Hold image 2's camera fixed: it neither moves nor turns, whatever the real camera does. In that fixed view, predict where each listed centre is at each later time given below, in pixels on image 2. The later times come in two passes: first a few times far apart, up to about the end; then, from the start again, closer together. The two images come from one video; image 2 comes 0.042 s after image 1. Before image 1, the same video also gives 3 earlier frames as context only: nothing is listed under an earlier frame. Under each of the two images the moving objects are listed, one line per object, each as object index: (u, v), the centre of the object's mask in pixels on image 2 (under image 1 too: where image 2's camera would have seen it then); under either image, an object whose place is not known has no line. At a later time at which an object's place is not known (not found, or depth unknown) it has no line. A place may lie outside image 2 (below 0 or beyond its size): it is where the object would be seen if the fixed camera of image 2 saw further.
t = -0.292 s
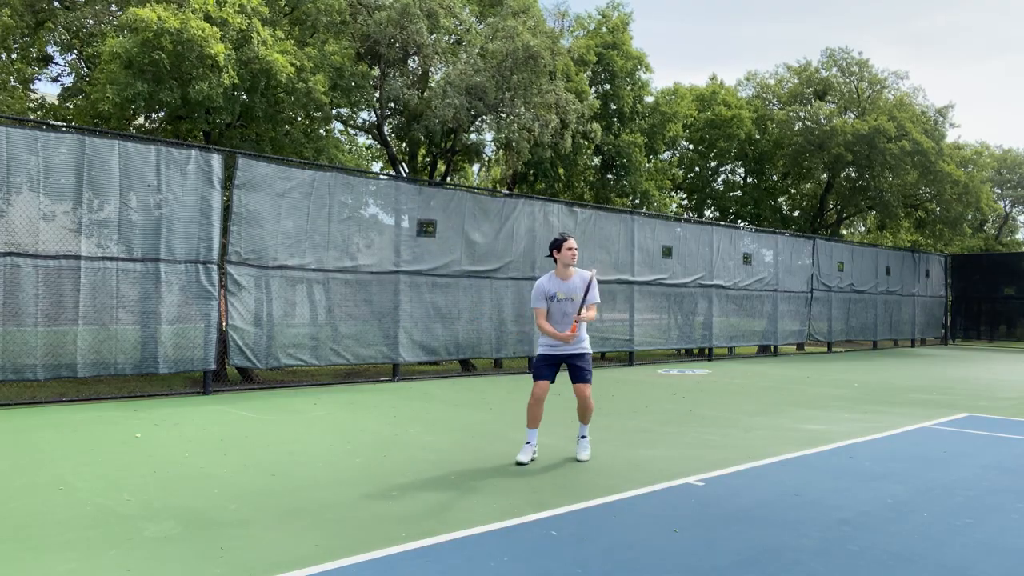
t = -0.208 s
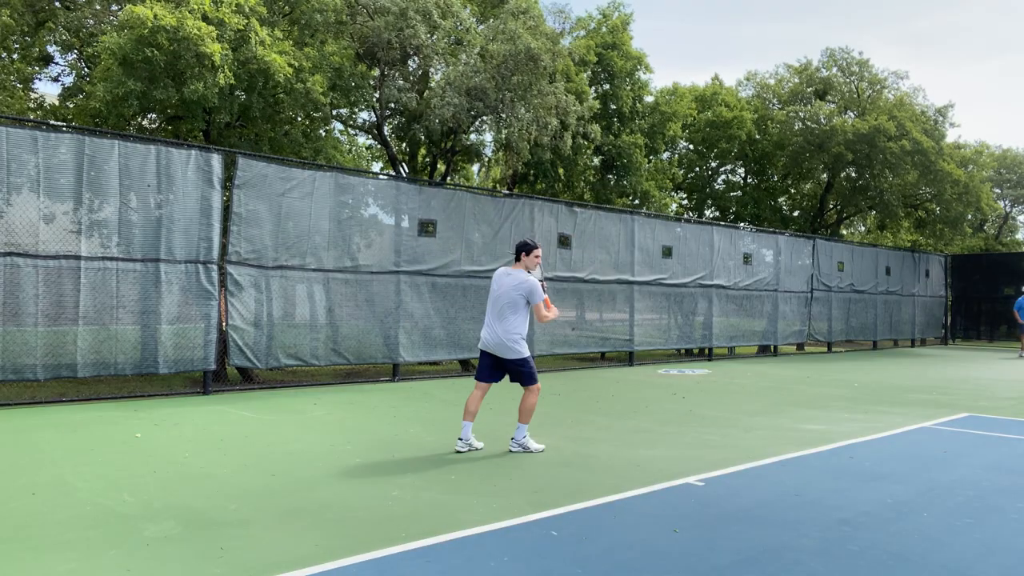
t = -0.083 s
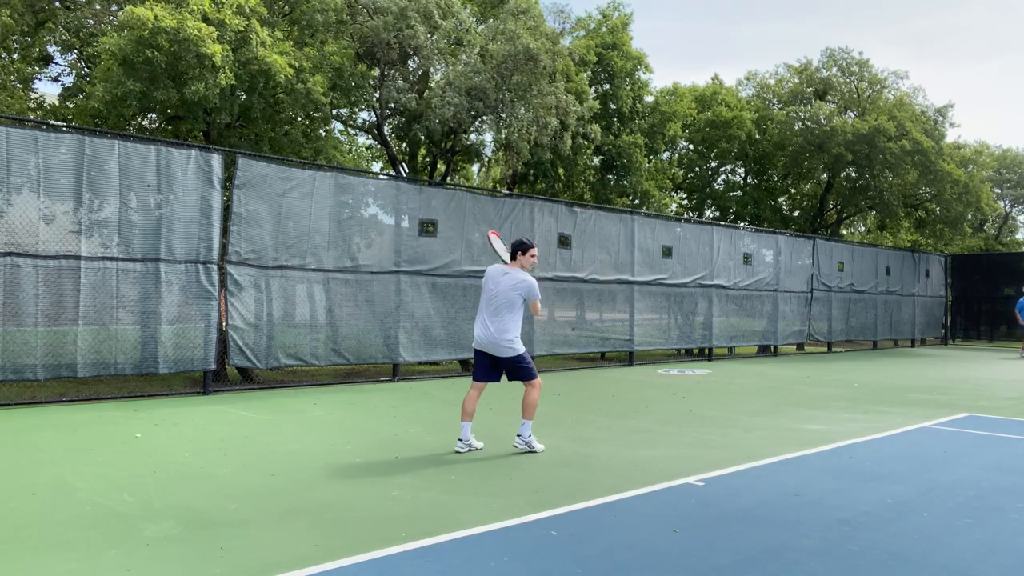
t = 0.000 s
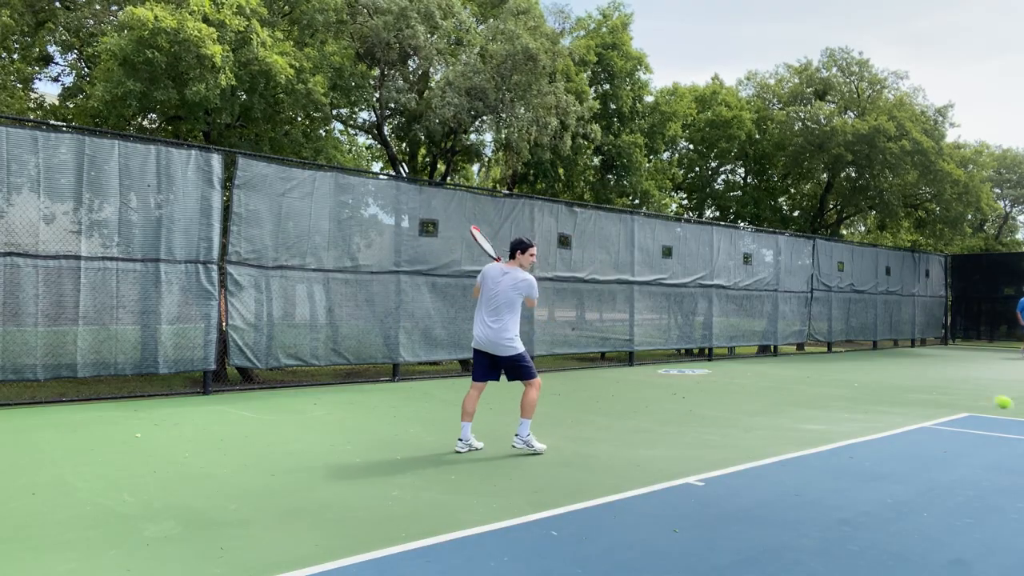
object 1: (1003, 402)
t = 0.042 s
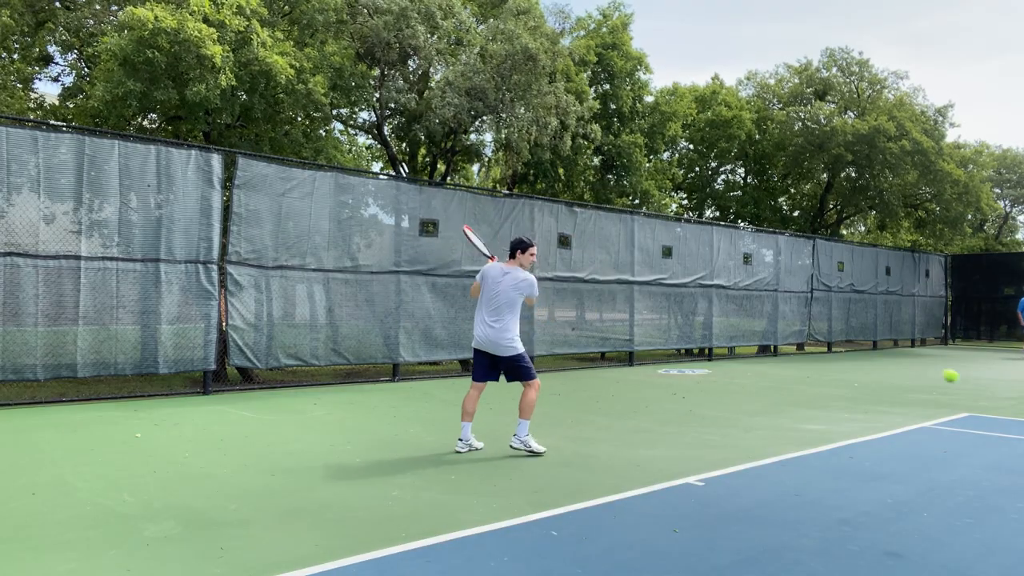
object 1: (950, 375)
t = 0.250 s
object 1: (747, 314)
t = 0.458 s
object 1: (614, 331)
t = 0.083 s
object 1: (902, 354)
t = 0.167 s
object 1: (817, 327)
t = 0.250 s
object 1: (747, 314)
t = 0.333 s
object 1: (688, 314)
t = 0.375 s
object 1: (662, 318)
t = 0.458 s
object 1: (614, 331)
